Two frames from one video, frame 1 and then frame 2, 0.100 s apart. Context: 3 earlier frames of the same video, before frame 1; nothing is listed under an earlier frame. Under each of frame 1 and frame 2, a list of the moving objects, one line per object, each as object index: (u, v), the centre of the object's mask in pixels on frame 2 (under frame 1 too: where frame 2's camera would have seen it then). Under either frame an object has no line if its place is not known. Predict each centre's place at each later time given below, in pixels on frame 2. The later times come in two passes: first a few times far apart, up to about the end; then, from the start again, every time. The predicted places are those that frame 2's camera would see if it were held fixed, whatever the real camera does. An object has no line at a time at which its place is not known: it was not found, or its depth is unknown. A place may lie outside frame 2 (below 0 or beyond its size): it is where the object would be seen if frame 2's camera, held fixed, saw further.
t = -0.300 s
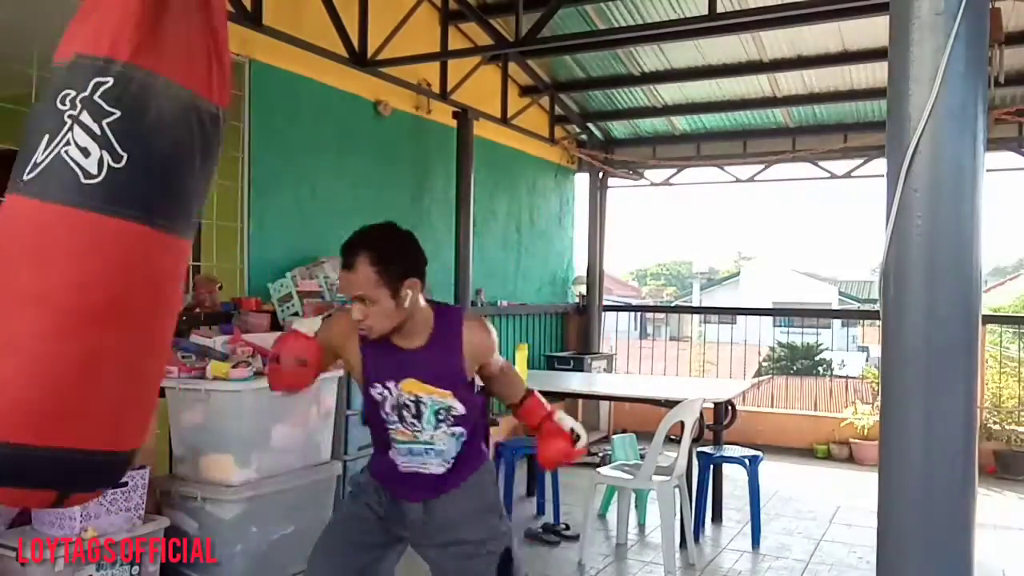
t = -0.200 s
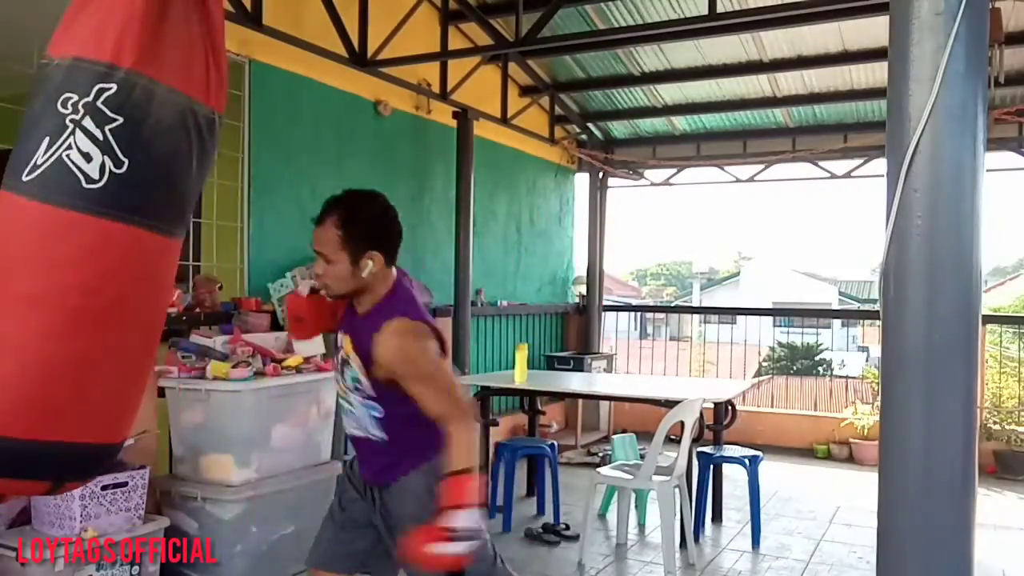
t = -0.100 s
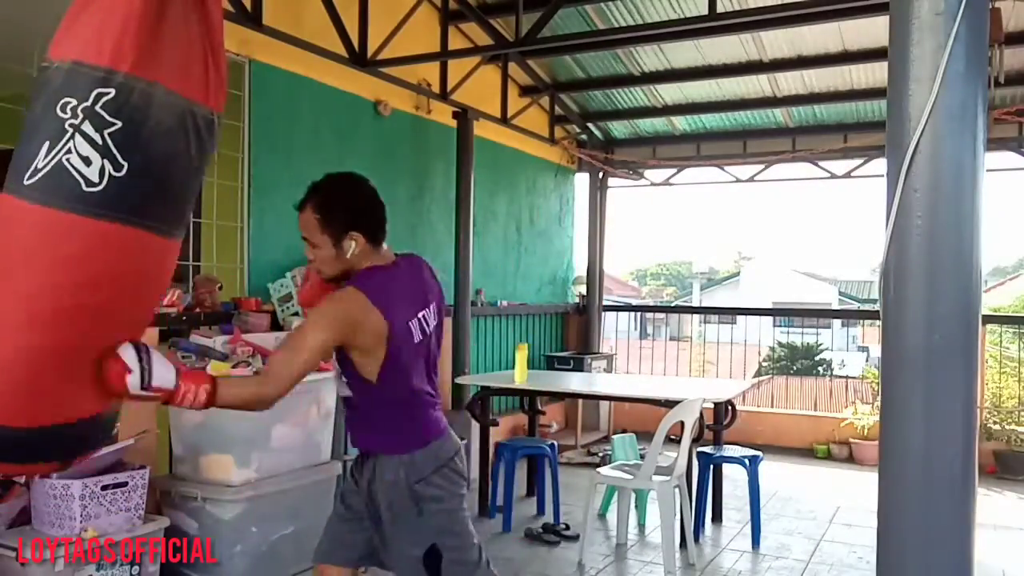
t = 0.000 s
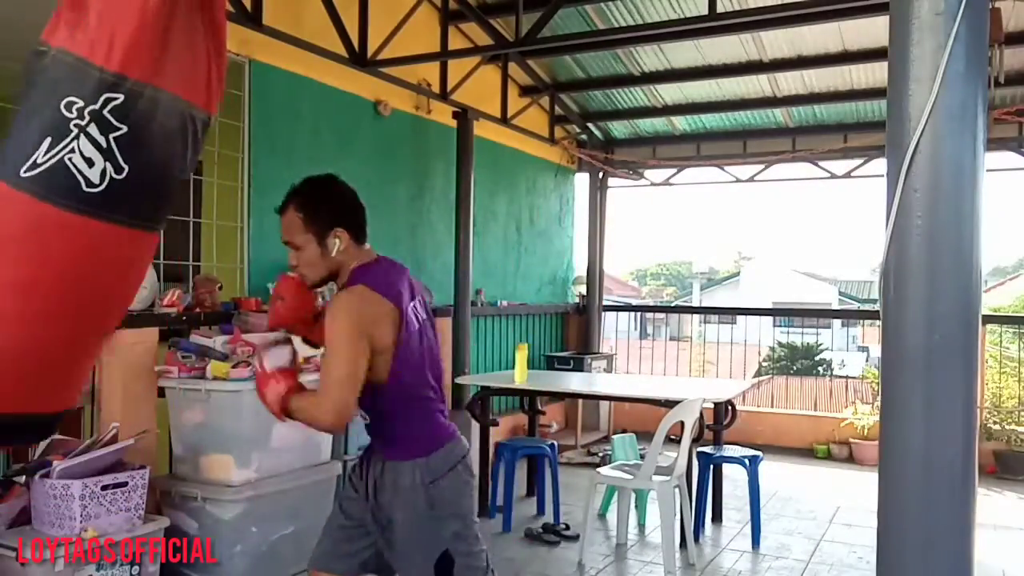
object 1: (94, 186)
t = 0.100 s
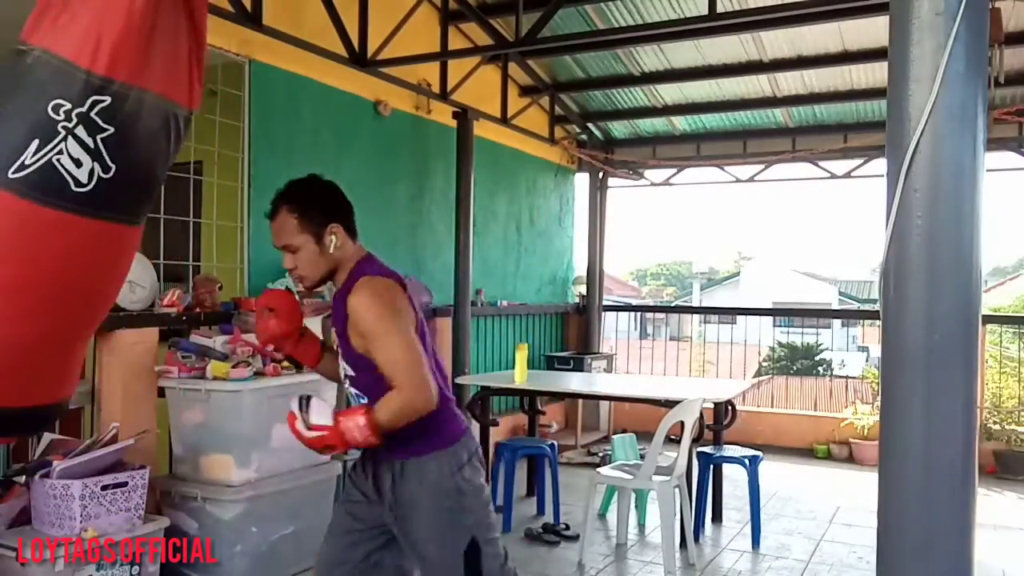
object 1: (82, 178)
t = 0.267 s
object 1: (85, 188)
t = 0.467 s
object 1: (115, 239)
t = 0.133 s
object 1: (80, 179)
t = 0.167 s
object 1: (80, 179)
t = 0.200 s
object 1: (80, 180)
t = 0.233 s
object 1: (83, 183)
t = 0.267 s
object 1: (85, 188)
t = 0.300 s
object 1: (88, 194)
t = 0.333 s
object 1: (90, 201)
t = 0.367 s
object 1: (94, 210)
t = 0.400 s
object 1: (99, 220)
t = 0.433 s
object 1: (105, 230)
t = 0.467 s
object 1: (115, 239)
